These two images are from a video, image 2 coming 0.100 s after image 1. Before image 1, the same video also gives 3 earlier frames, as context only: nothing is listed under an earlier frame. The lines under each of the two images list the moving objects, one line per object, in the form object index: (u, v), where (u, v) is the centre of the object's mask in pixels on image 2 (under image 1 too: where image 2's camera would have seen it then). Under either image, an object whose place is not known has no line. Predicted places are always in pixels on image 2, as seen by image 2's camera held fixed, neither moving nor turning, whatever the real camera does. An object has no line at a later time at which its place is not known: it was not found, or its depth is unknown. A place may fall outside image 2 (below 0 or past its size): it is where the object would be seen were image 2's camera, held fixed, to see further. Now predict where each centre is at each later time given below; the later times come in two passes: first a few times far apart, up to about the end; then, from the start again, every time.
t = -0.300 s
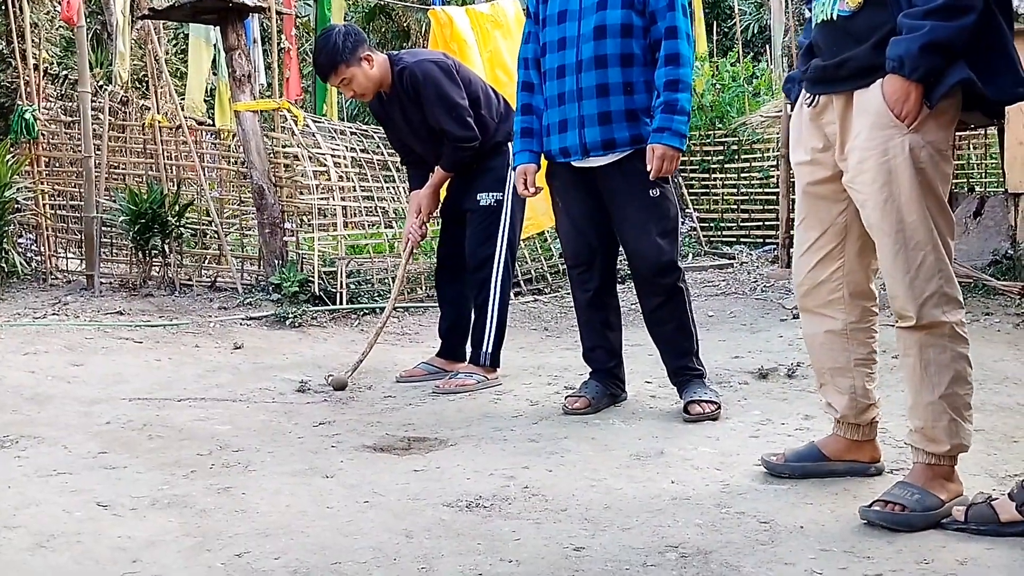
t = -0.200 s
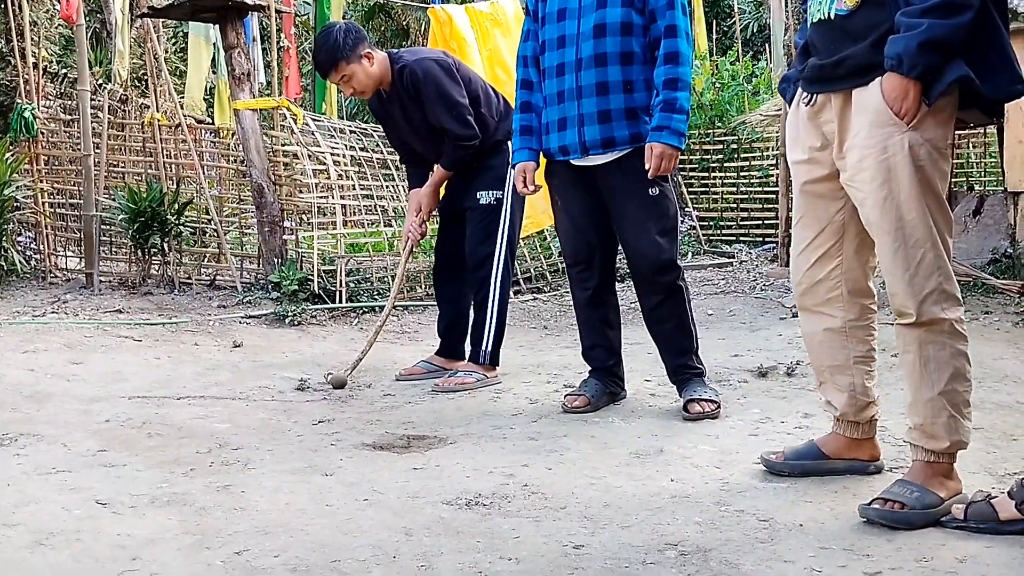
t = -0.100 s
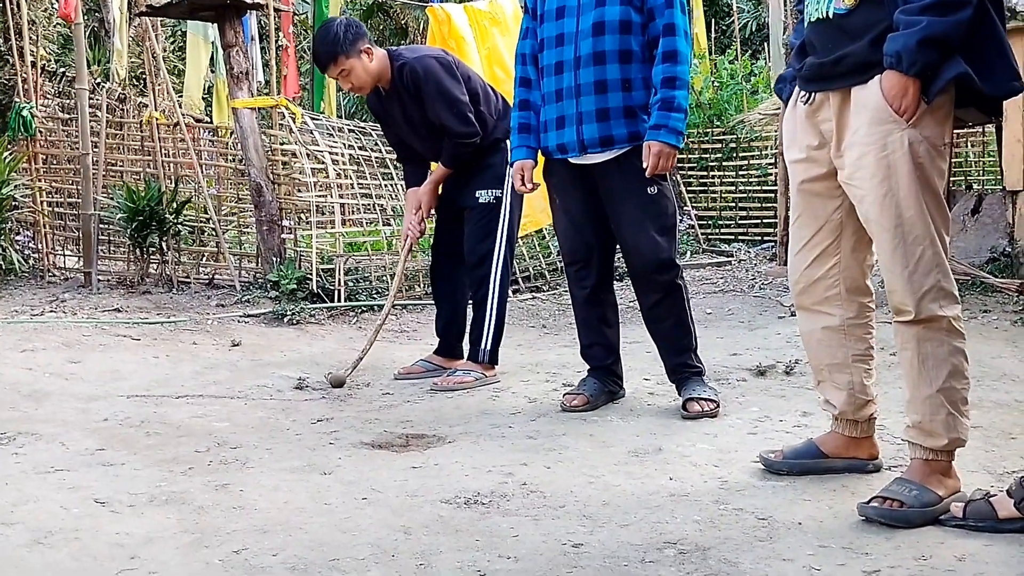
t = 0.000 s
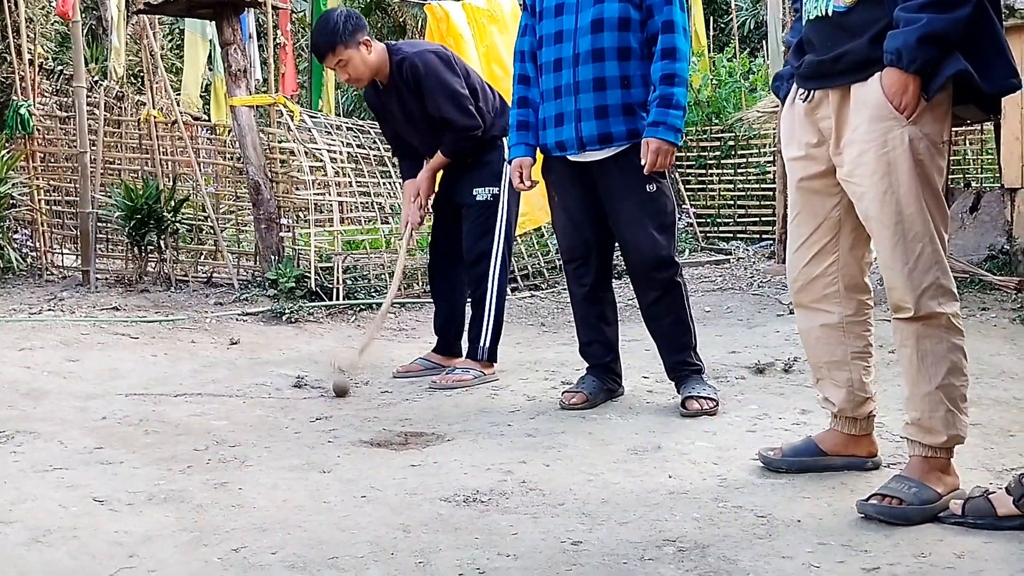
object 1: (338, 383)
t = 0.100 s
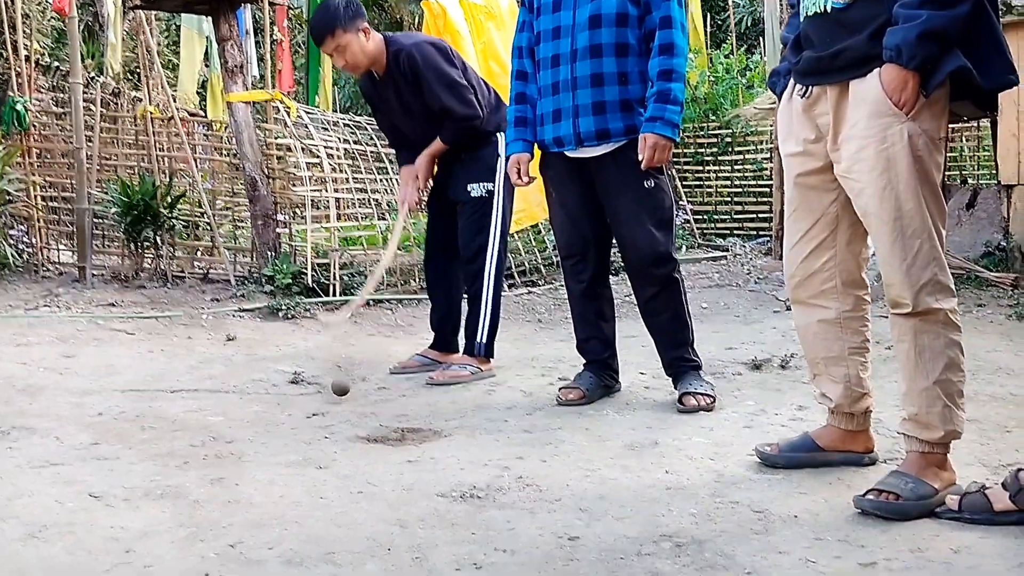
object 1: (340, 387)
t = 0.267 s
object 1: (345, 408)
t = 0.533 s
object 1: (352, 450)
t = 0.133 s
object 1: (342, 393)
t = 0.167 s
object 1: (342, 397)
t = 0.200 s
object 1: (343, 396)
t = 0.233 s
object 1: (344, 400)
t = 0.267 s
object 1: (345, 408)
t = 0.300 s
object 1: (347, 414)
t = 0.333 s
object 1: (348, 418)
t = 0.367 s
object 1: (349, 421)
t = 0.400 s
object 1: (350, 427)
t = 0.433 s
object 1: (350, 434)
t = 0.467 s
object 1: (351, 435)
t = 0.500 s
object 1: (351, 440)
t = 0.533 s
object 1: (352, 450)
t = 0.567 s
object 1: (352, 460)
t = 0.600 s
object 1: (352, 467)
